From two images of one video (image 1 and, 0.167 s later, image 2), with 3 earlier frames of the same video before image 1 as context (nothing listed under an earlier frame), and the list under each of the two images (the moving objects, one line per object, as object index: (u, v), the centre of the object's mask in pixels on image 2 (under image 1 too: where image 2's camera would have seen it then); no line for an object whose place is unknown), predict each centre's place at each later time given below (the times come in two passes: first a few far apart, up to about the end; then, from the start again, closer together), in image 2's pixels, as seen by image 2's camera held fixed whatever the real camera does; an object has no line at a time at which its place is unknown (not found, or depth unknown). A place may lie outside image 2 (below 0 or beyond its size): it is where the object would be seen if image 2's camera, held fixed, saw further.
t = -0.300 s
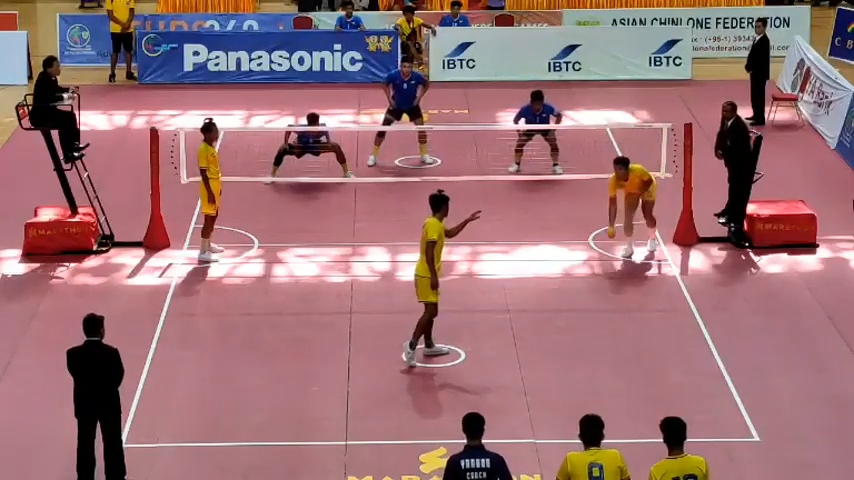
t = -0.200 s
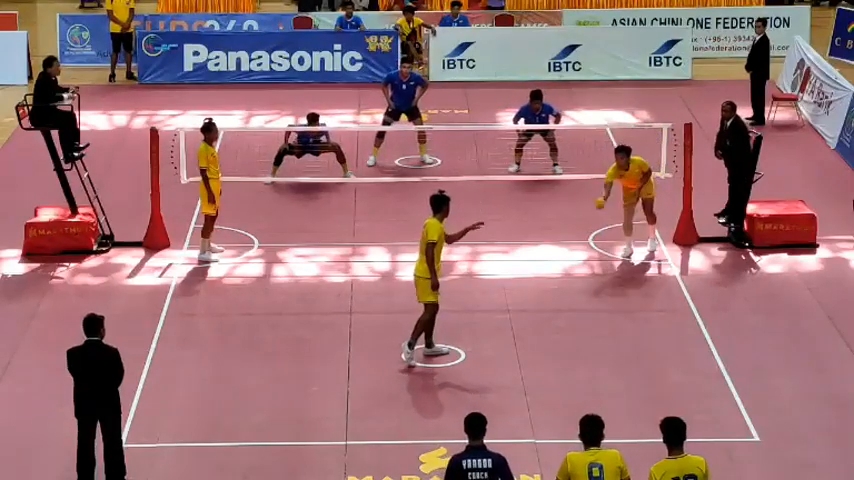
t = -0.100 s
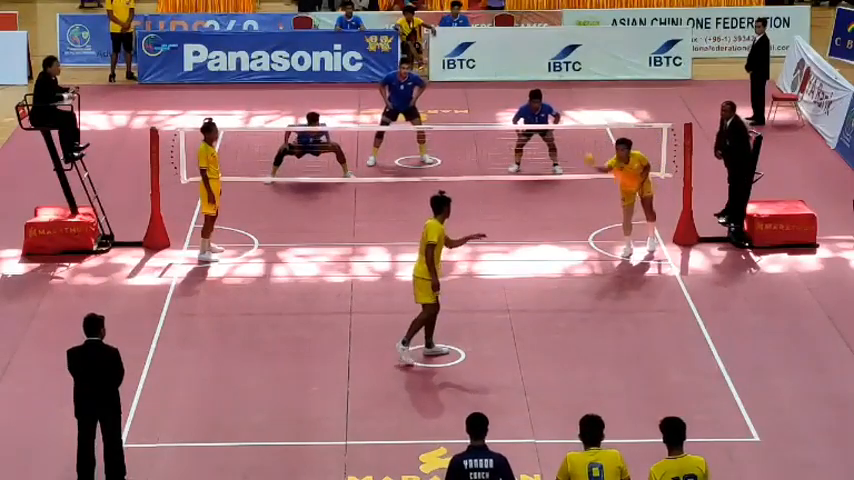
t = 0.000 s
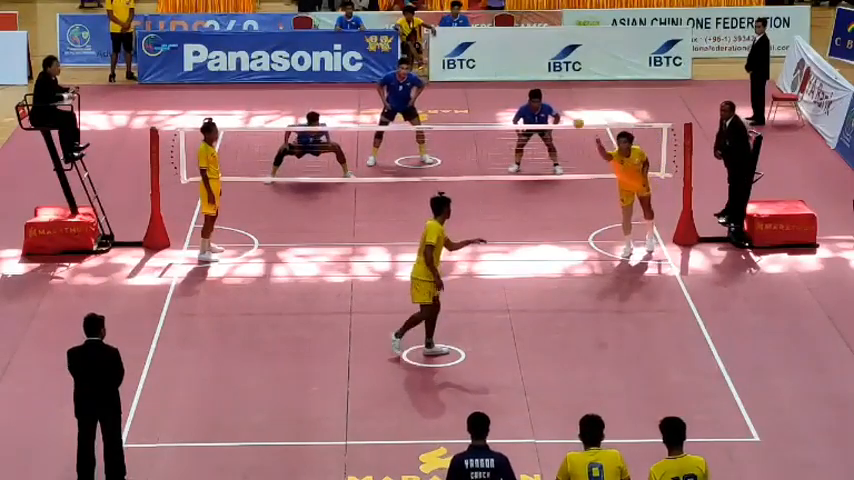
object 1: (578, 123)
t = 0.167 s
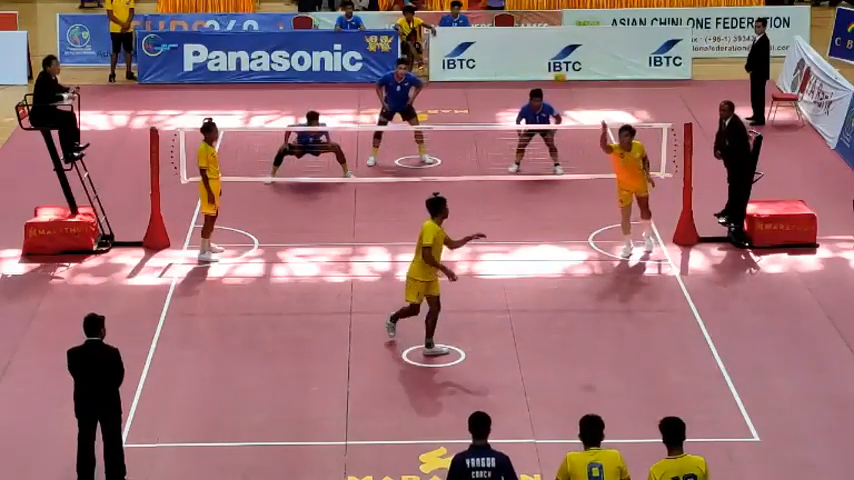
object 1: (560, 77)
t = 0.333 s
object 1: (540, 55)
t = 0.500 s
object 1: (520, 56)
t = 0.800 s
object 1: (482, 120)
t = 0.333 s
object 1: (540, 55)
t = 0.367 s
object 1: (536, 53)
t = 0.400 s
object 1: (532, 53)
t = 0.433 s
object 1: (528, 53)
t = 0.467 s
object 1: (524, 54)
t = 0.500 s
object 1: (520, 56)
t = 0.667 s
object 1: (499, 81)
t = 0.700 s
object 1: (494, 89)
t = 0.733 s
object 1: (490, 99)
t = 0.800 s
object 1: (482, 120)
